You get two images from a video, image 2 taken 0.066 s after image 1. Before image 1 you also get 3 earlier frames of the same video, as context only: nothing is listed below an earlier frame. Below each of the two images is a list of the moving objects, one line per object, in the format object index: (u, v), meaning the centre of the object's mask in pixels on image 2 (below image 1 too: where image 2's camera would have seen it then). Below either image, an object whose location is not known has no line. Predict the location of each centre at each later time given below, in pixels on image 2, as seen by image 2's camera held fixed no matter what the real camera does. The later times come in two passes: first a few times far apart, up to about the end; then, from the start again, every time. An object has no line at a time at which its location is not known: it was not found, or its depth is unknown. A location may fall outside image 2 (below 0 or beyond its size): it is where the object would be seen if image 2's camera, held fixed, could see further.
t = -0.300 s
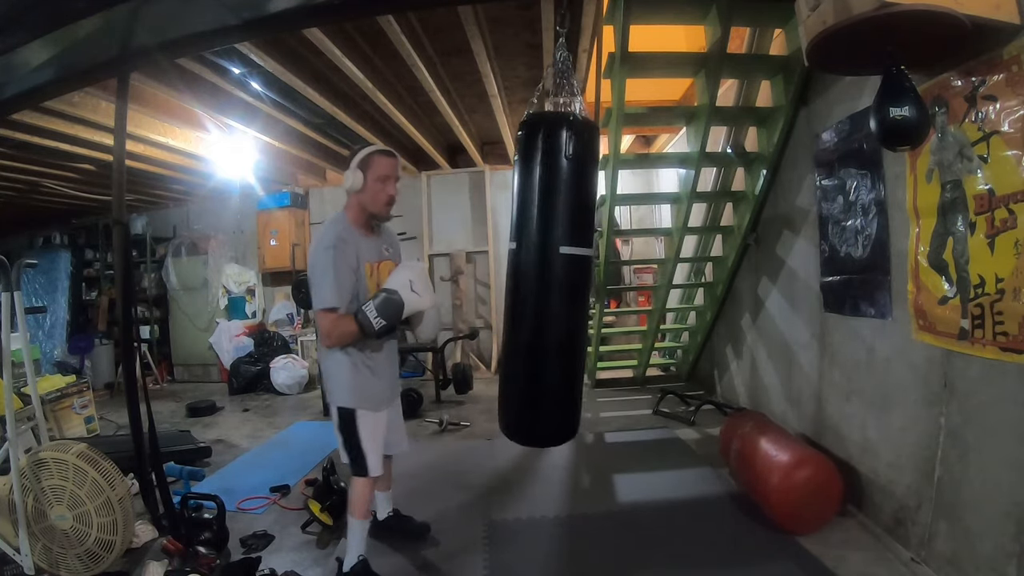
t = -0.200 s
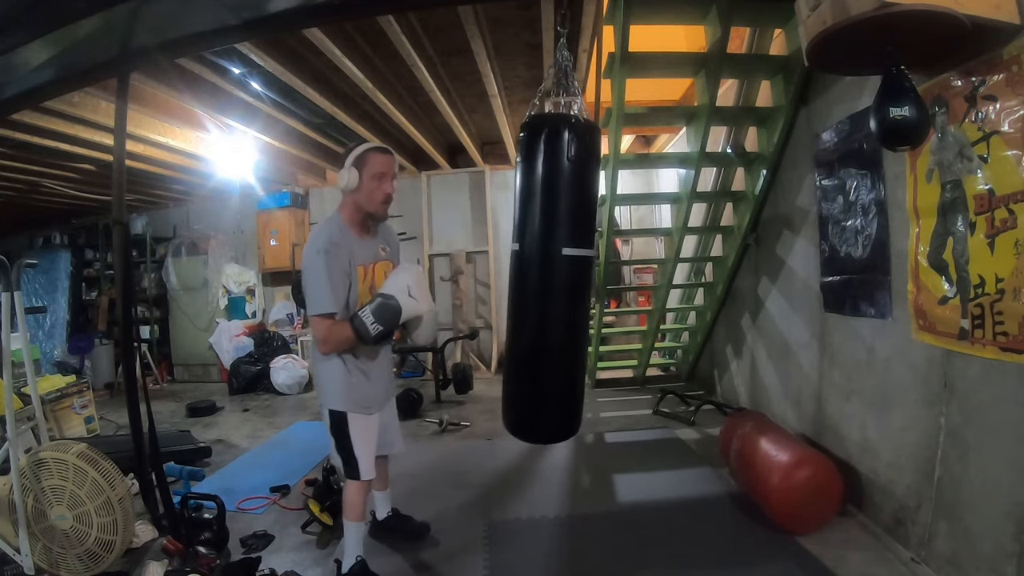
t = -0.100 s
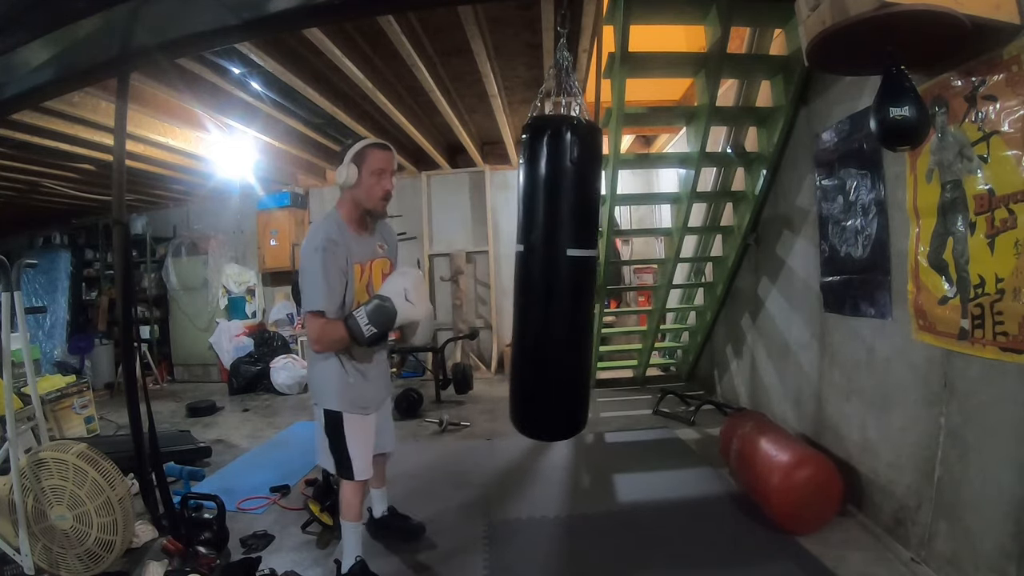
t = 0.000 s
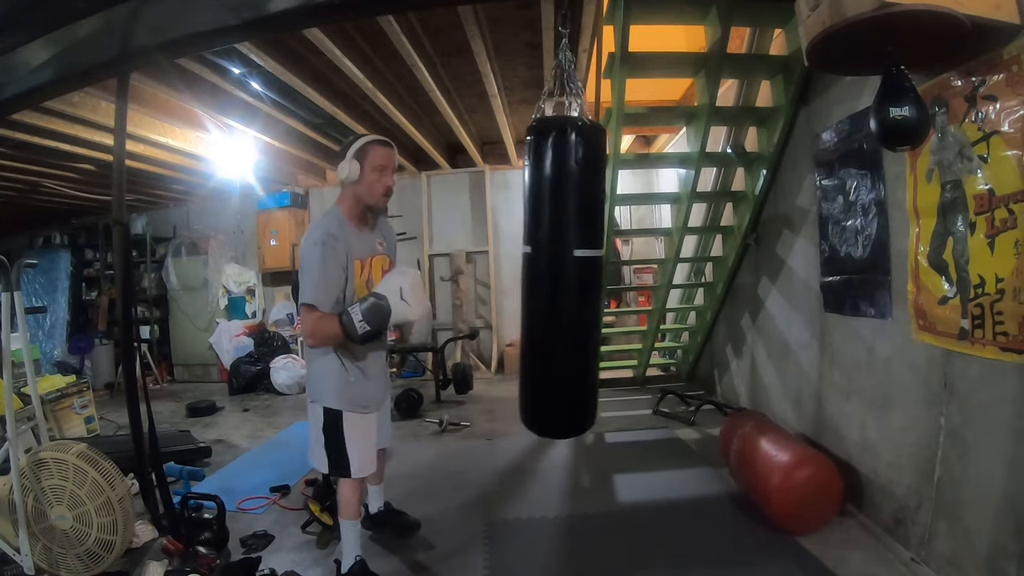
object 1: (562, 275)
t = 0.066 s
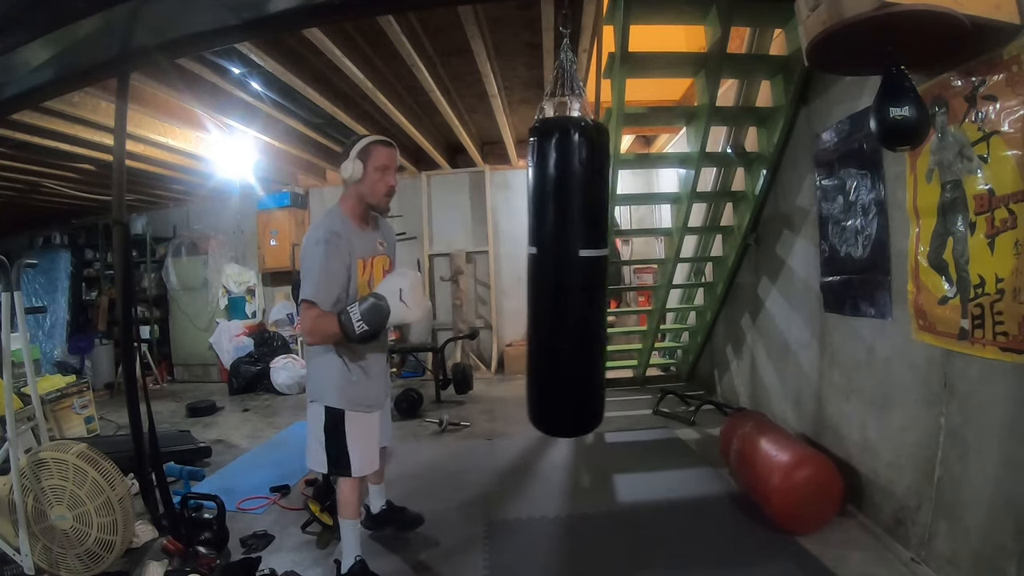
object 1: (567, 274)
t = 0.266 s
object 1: (586, 273)
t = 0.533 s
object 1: (610, 274)
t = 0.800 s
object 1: (624, 276)
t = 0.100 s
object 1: (570, 274)
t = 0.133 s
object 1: (573, 274)
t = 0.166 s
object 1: (576, 274)
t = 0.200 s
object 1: (579, 274)
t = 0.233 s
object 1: (582, 274)
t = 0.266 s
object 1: (586, 273)
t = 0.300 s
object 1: (589, 273)
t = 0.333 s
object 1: (592, 273)
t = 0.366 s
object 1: (595, 273)
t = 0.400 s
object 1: (598, 273)
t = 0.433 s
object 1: (601, 273)
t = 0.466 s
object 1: (604, 274)
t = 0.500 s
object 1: (607, 273)
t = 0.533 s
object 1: (610, 274)
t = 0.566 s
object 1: (612, 274)
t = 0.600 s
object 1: (615, 274)
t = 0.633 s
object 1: (617, 274)
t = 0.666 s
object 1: (619, 275)
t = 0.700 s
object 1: (620, 275)
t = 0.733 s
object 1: (622, 275)
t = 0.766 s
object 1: (623, 275)
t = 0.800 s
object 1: (624, 276)
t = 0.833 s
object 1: (624, 276)
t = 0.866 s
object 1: (625, 276)
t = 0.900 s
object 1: (625, 277)
